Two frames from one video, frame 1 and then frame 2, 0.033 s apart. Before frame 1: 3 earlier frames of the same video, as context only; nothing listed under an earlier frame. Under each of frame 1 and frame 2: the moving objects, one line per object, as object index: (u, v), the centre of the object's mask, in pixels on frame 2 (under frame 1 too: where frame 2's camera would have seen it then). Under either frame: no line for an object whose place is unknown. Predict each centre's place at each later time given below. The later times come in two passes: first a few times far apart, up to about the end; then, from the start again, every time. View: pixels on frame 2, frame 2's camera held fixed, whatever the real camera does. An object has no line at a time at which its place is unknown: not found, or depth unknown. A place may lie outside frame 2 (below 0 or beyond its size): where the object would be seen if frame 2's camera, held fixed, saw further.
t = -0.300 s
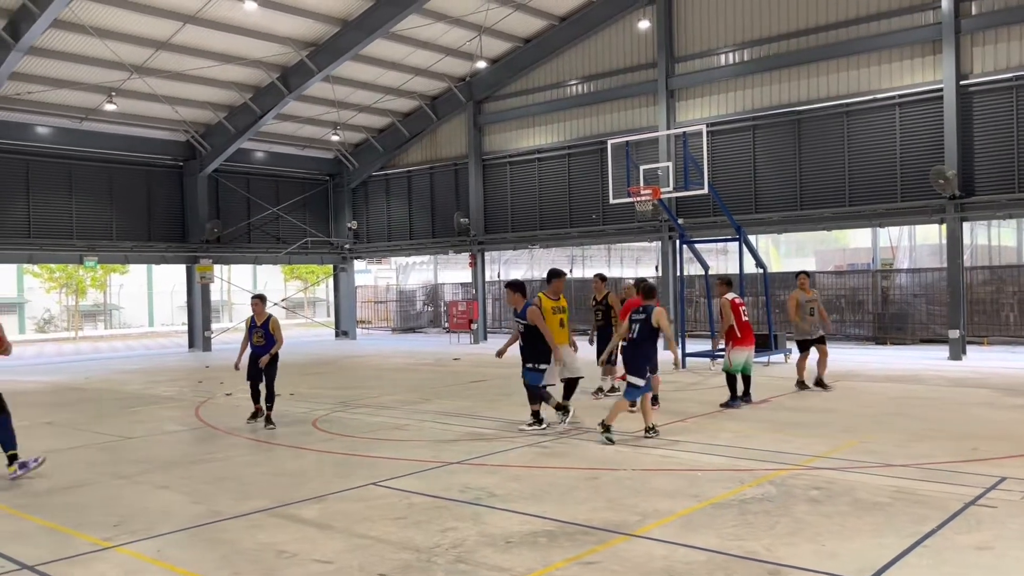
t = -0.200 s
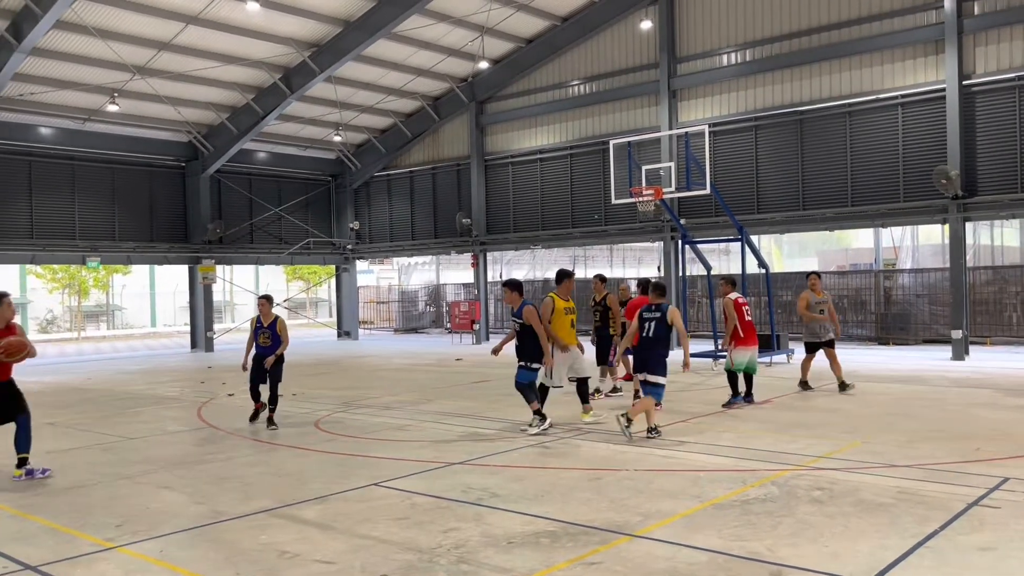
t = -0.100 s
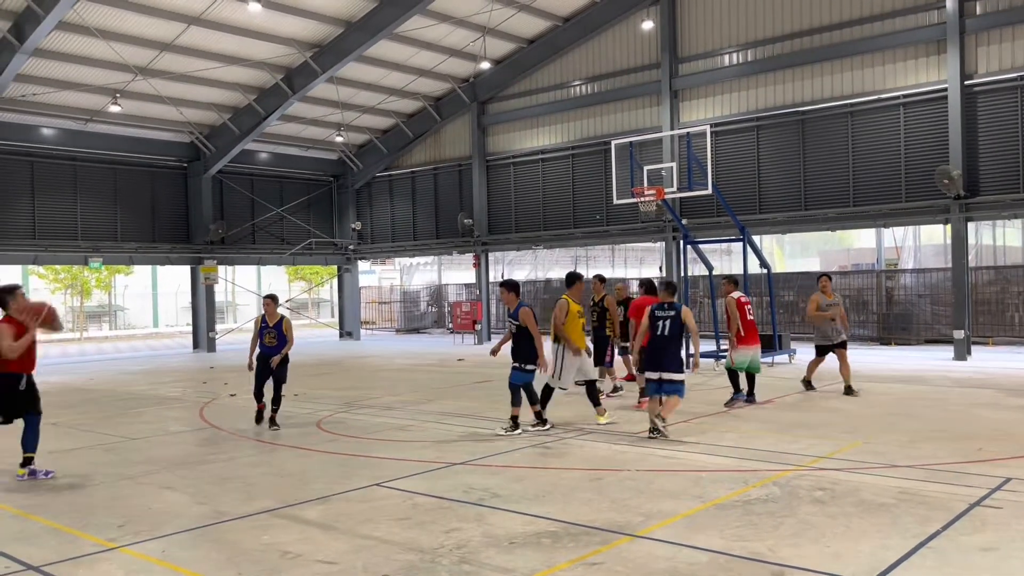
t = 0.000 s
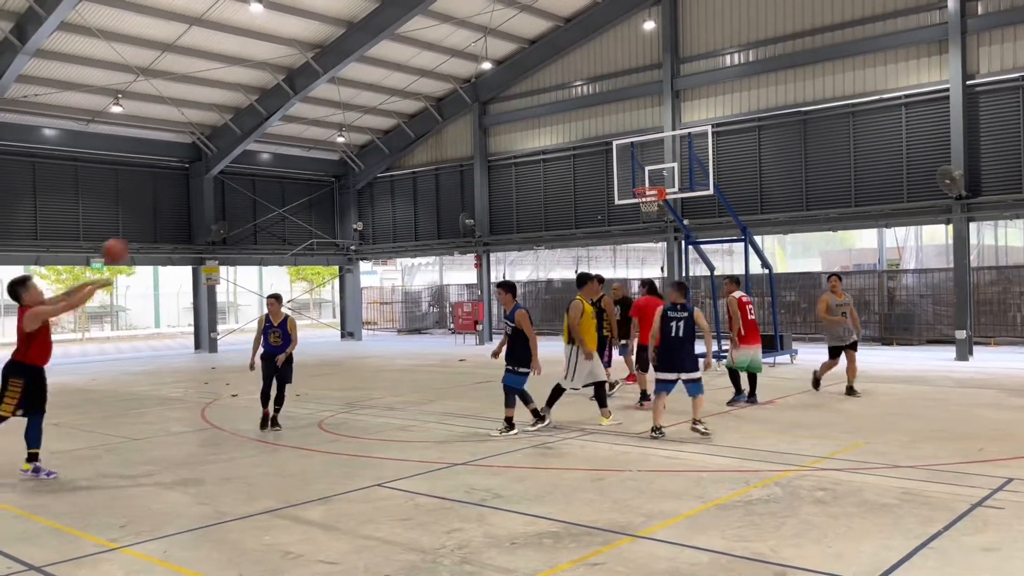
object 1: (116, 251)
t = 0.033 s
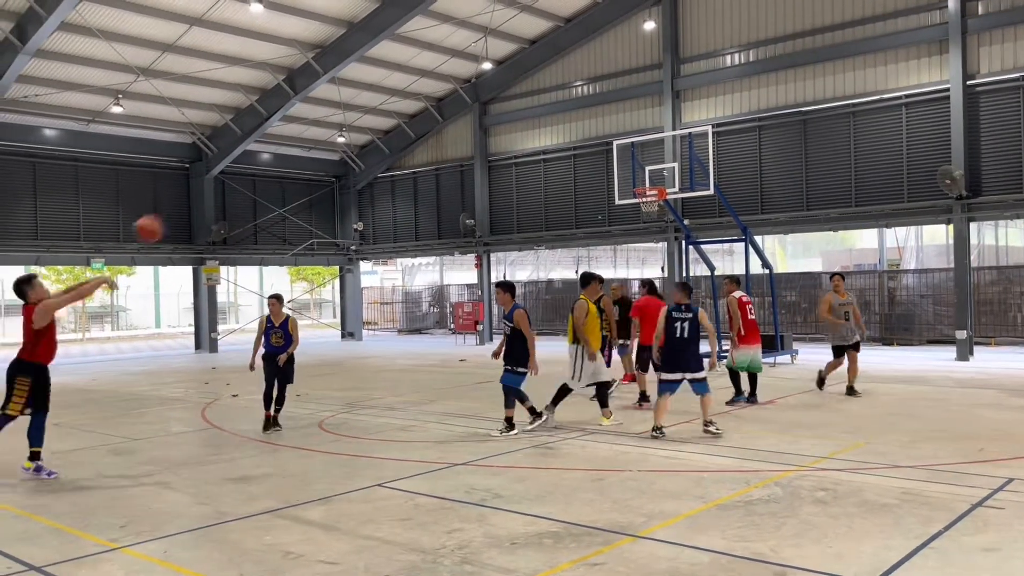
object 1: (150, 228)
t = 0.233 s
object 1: (331, 126)
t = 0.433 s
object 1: (488, 74)
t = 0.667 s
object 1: (645, 66)
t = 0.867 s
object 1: (762, 96)
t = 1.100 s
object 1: (883, 165)
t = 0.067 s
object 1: (181, 208)
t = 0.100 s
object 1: (212, 189)
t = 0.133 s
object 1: (243, 170)
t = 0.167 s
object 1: (273, 154)
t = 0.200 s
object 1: (302, 139)
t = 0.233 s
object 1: (331, 126)
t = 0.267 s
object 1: (359, 114)
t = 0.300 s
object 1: (387, 103)
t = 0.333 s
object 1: (413, 93)
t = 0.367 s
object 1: (438, 87)
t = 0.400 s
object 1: (463, 80)
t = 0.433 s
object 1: (488, 74)
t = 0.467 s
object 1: (512, 70)
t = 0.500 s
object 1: (534, 65)
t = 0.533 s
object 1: (558, 64)
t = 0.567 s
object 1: (580, 63)
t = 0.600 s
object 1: (602, 64)
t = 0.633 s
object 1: (624, 64)
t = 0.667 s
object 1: (645, 66)
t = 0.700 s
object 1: (665, 69)
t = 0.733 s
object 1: (685, 72)
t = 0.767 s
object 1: (705, 76)
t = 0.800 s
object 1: (724, 82)
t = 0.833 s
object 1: (743, 89)
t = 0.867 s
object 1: (762, 96)
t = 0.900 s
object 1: (782, 104)
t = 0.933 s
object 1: (799, 112)
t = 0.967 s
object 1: (816, 121)
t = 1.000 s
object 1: (834, 131)
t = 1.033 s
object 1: (850, 141)
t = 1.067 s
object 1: (867, 153)
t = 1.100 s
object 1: (883, 165)
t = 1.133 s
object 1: (899, 178)
